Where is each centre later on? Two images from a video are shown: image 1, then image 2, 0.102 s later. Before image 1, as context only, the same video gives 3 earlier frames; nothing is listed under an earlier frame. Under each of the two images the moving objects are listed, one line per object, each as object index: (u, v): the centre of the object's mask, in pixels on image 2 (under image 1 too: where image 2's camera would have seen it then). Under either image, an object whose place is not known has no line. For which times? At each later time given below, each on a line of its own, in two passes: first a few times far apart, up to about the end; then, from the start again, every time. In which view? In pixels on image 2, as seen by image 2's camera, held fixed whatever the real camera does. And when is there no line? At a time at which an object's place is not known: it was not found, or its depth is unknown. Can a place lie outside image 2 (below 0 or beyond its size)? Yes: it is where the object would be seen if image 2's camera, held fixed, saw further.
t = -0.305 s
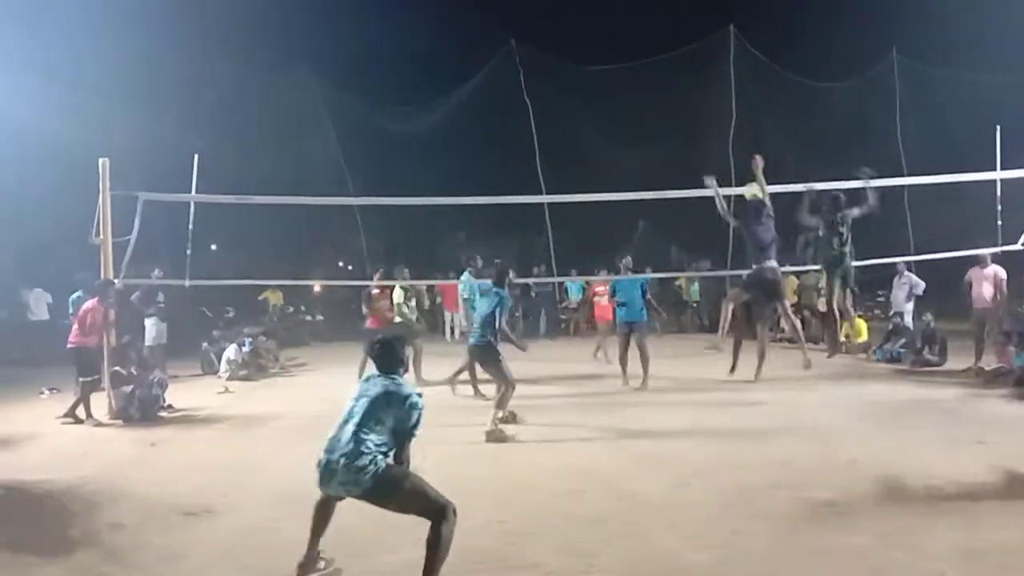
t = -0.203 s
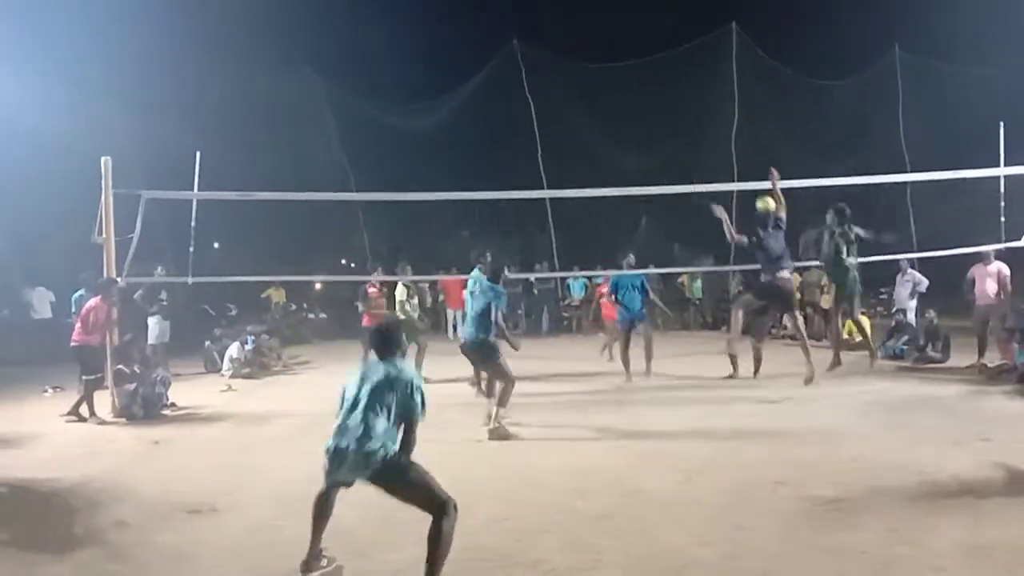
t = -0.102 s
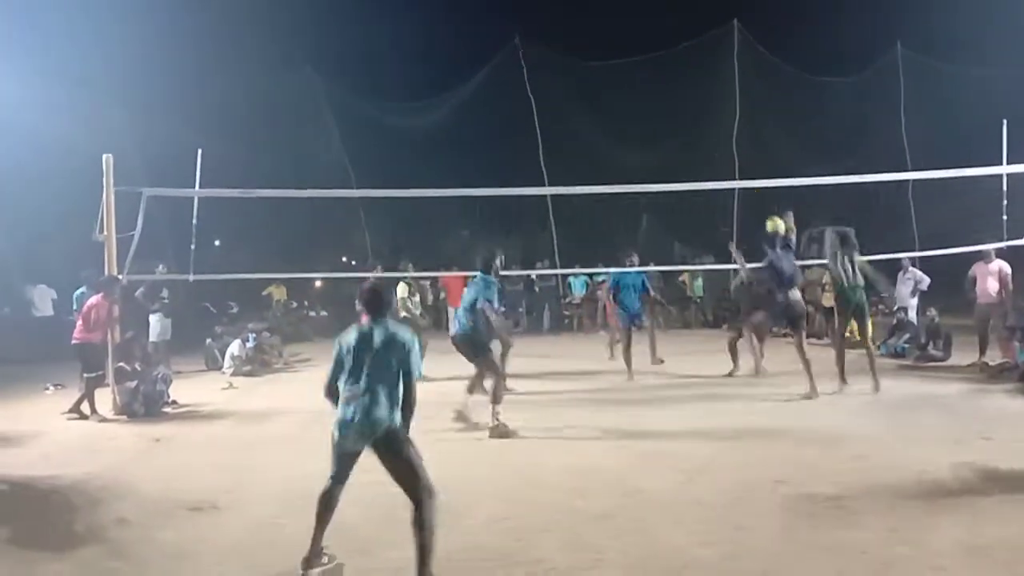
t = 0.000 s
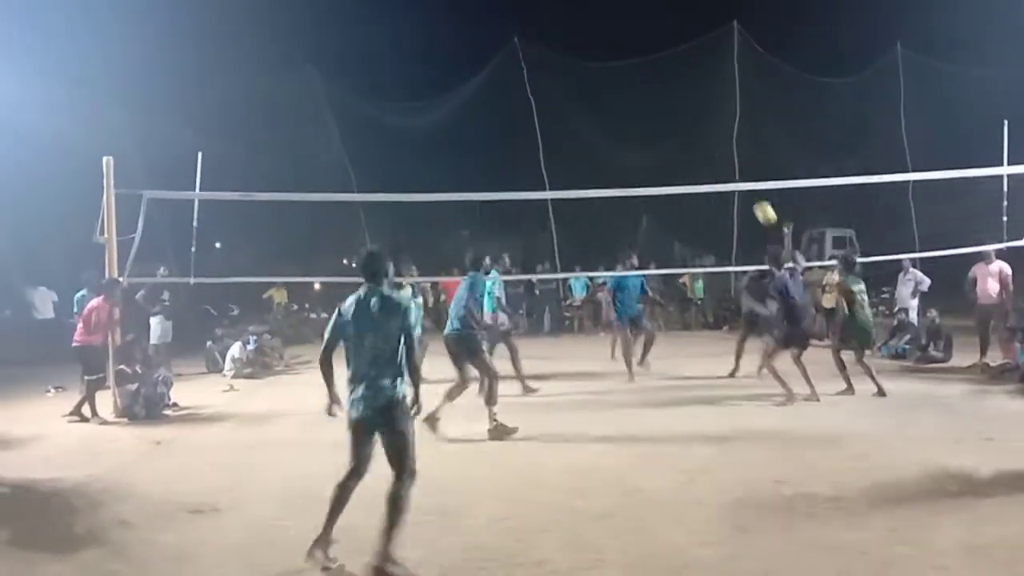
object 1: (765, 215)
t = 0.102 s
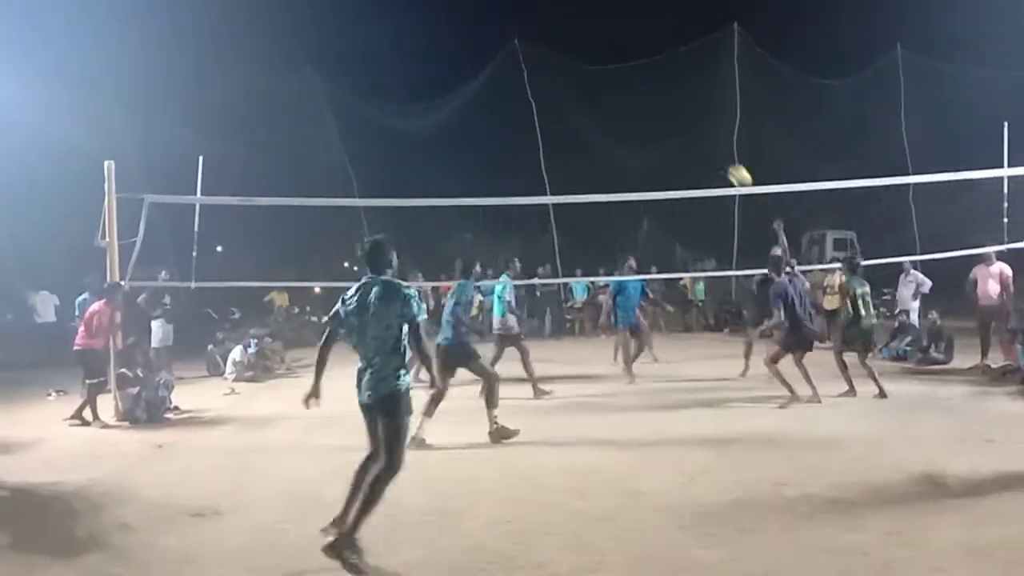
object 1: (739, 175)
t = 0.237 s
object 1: (703, 136)
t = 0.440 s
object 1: (645, 99)
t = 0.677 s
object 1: (573, 99)
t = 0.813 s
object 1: (529, 123)
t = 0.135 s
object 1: (730, 165)
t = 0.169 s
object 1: (721, 154)
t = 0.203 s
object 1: (712, 144)
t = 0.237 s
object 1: (703, 136)
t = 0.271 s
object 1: (694, 128)
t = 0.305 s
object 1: (684, 120)
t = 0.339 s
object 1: (675, 113)
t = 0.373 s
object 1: (665, 107)
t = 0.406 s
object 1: (655, 103)
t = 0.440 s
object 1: (645, 99)
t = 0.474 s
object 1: (635, 96)
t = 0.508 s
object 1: (626, 94)
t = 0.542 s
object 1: (615, 93)
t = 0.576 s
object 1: (605, 93)
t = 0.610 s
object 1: (594, 93)
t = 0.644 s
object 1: (583, 96)
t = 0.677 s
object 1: (573, 99)
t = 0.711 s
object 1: (563, 103)
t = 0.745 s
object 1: (551, 109)
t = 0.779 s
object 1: (540, 115)
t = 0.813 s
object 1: (529, 123)
